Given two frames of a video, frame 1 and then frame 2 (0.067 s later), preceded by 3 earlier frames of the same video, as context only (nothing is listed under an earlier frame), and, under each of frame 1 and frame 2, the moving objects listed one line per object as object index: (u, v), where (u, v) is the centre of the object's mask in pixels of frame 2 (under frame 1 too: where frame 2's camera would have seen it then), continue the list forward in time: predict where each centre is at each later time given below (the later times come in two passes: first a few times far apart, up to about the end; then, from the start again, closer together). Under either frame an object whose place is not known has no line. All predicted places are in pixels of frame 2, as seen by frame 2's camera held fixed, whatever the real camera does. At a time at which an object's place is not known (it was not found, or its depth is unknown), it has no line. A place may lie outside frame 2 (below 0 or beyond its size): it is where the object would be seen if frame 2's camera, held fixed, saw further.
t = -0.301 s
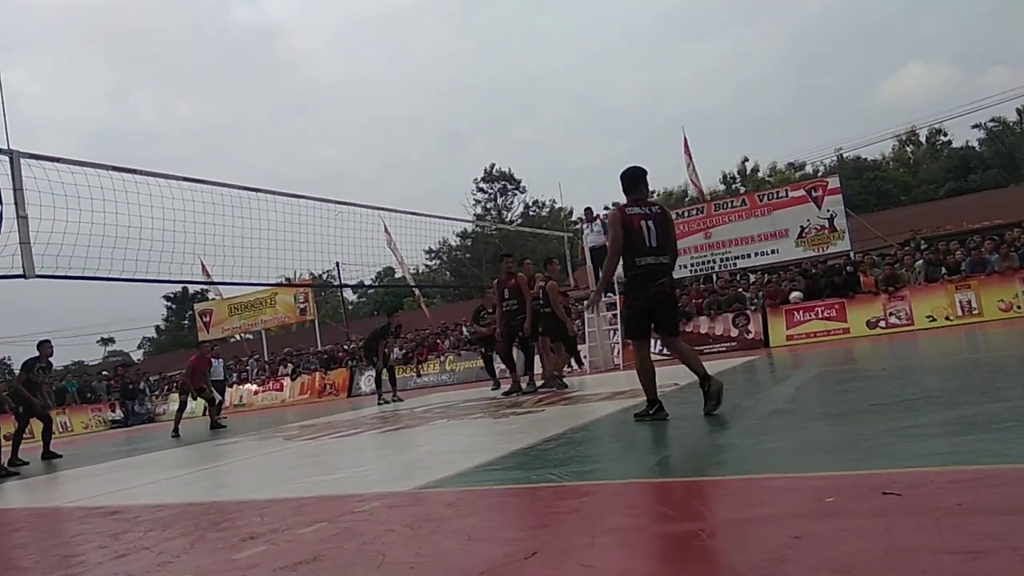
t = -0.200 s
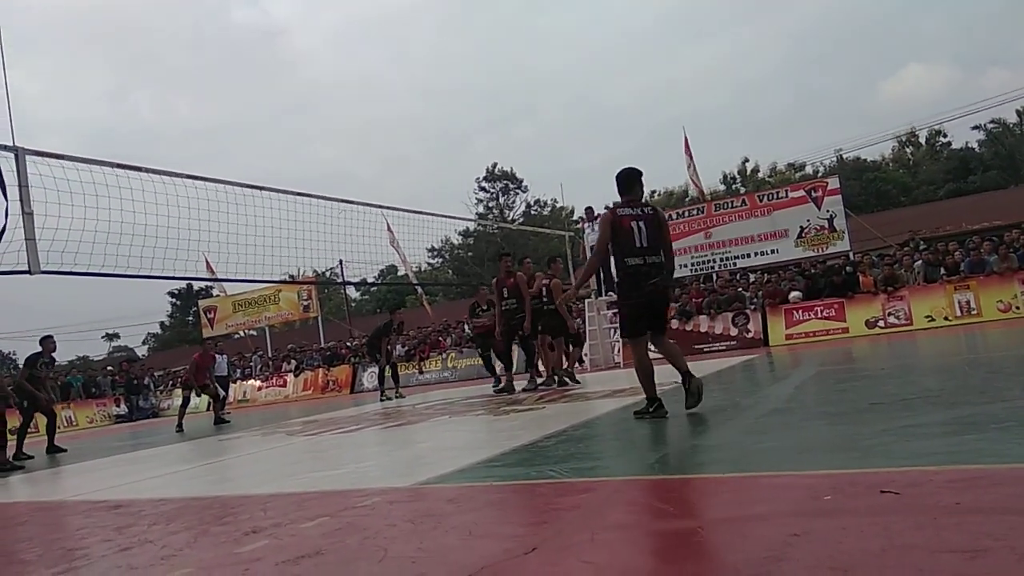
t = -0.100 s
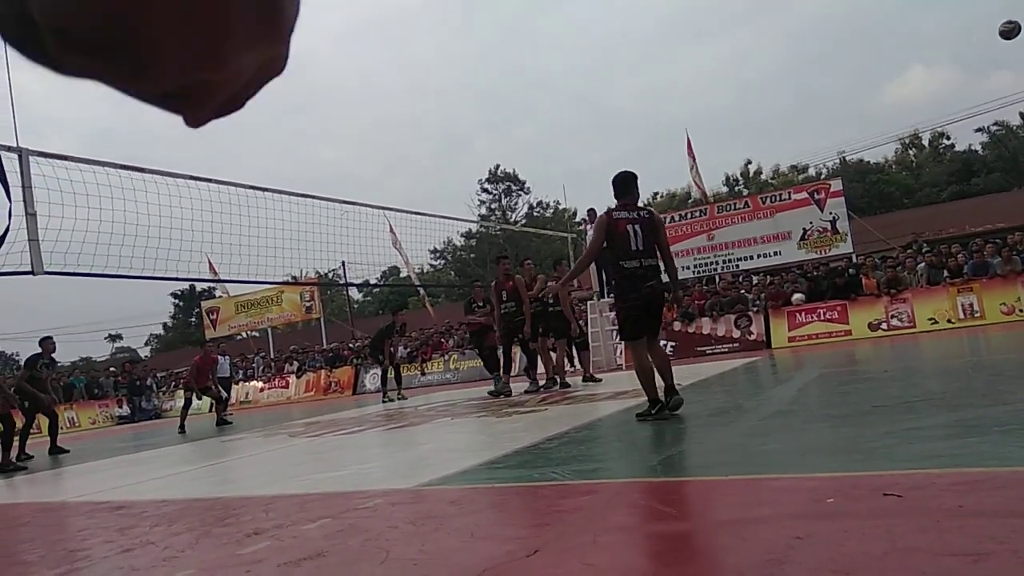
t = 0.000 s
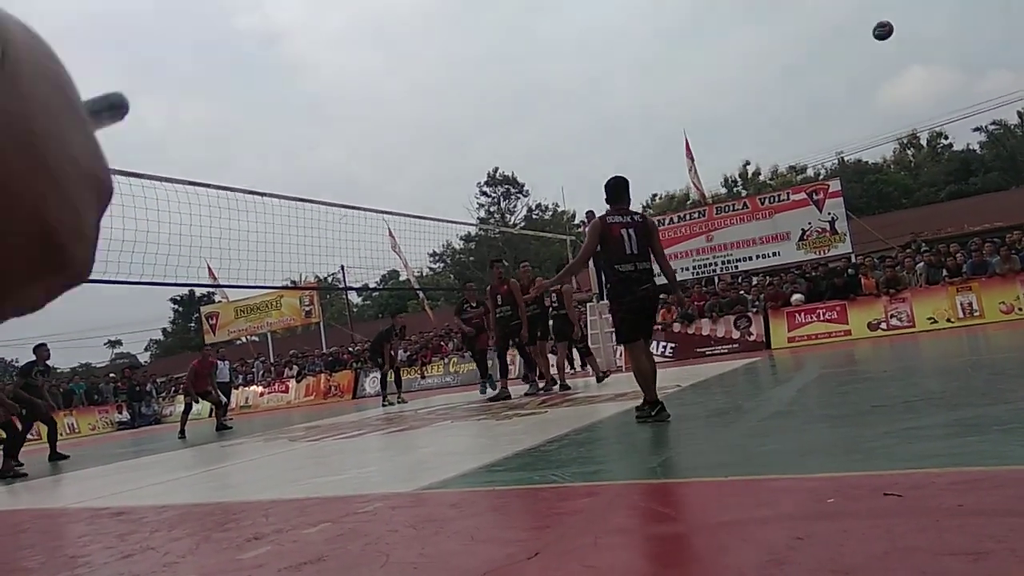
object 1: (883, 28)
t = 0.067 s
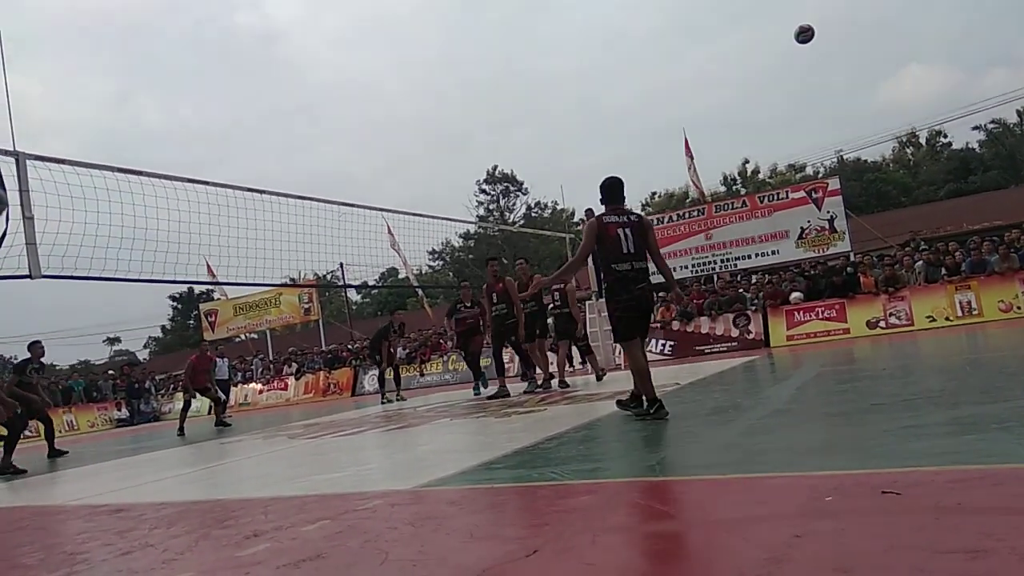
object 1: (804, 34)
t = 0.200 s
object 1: (658, 56)
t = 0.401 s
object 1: (467, 113)
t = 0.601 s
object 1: (300, 197)
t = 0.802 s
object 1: (150, 308)
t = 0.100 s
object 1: (767, 38)
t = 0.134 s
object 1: (730, 42)
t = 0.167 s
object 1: (693, 49)
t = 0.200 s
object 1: (658, 56)
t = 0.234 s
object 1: (624, 63)
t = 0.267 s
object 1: (591, 72)
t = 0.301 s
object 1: (559, 81)
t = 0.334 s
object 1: (527, 92)
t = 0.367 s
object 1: (497, 102)
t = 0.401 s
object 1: (467, 113)
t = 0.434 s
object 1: (438, 126)
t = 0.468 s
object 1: (410, 138)
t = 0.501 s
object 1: (381, 152)
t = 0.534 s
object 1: (353, 167)
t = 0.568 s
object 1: (327, 181)
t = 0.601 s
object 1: (300, 197)
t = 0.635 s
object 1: (275, 214)
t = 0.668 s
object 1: (249, 232)
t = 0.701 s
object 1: (224, 249)
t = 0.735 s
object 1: (199, 268)
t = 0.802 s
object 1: (150, 308)
